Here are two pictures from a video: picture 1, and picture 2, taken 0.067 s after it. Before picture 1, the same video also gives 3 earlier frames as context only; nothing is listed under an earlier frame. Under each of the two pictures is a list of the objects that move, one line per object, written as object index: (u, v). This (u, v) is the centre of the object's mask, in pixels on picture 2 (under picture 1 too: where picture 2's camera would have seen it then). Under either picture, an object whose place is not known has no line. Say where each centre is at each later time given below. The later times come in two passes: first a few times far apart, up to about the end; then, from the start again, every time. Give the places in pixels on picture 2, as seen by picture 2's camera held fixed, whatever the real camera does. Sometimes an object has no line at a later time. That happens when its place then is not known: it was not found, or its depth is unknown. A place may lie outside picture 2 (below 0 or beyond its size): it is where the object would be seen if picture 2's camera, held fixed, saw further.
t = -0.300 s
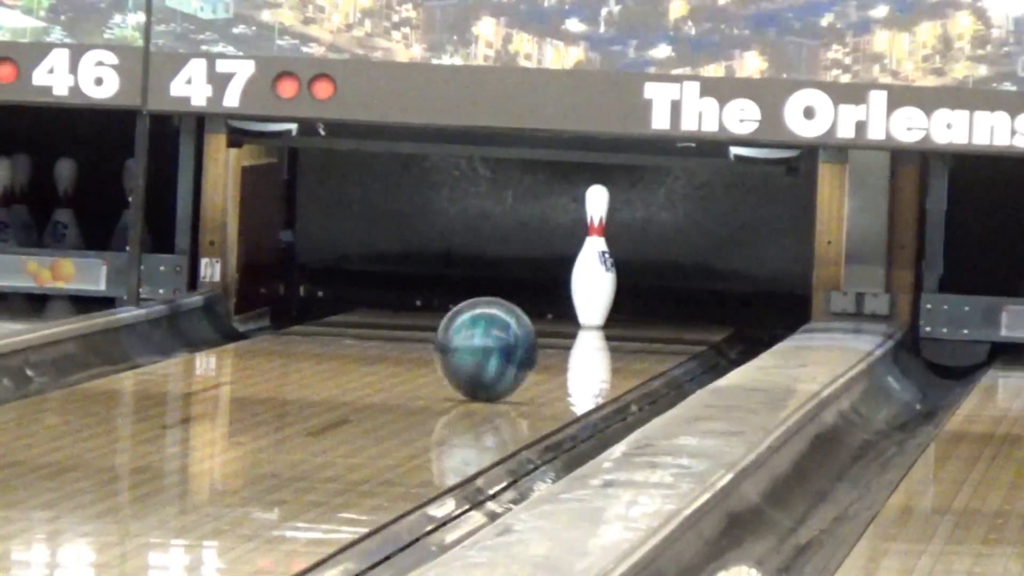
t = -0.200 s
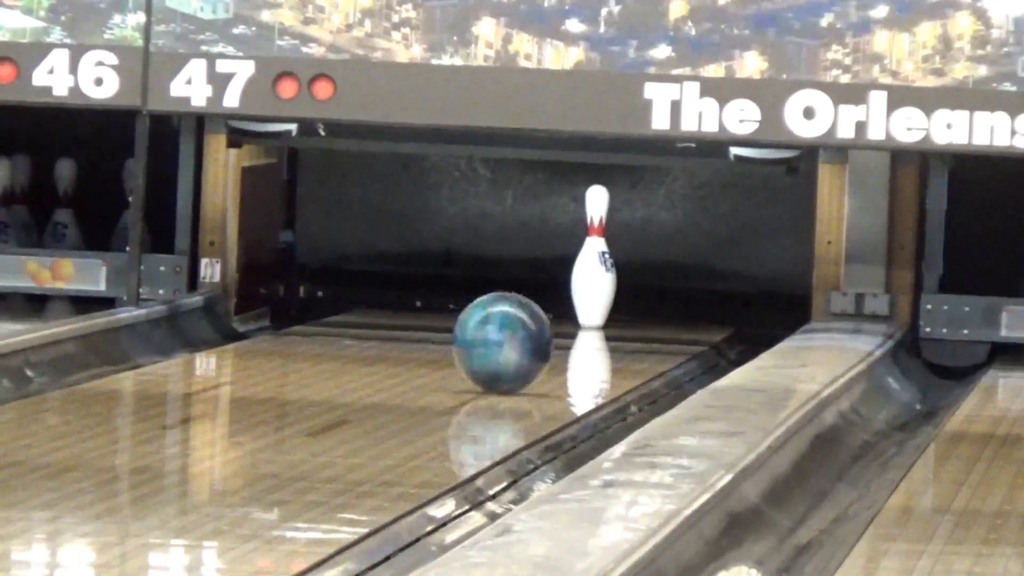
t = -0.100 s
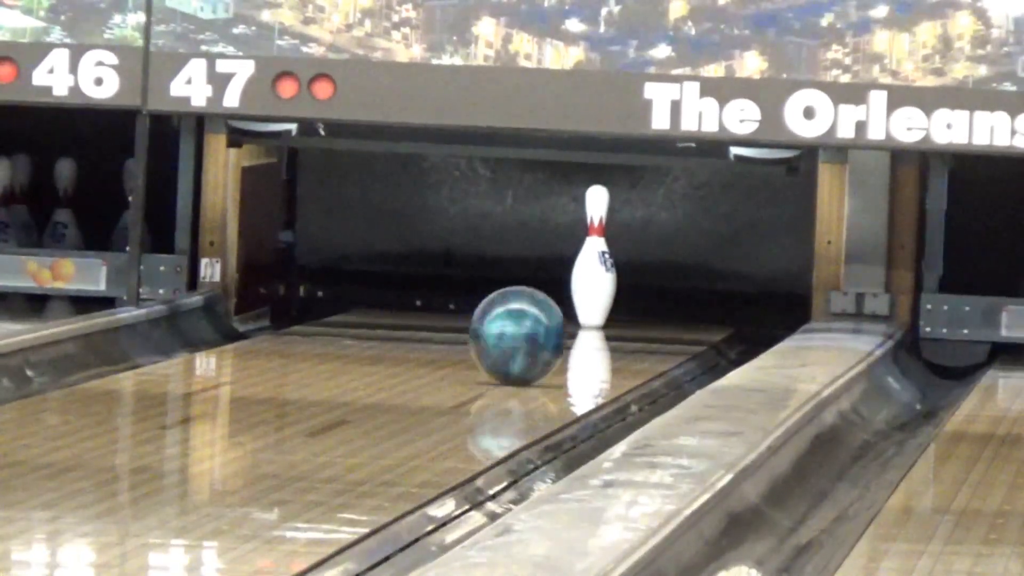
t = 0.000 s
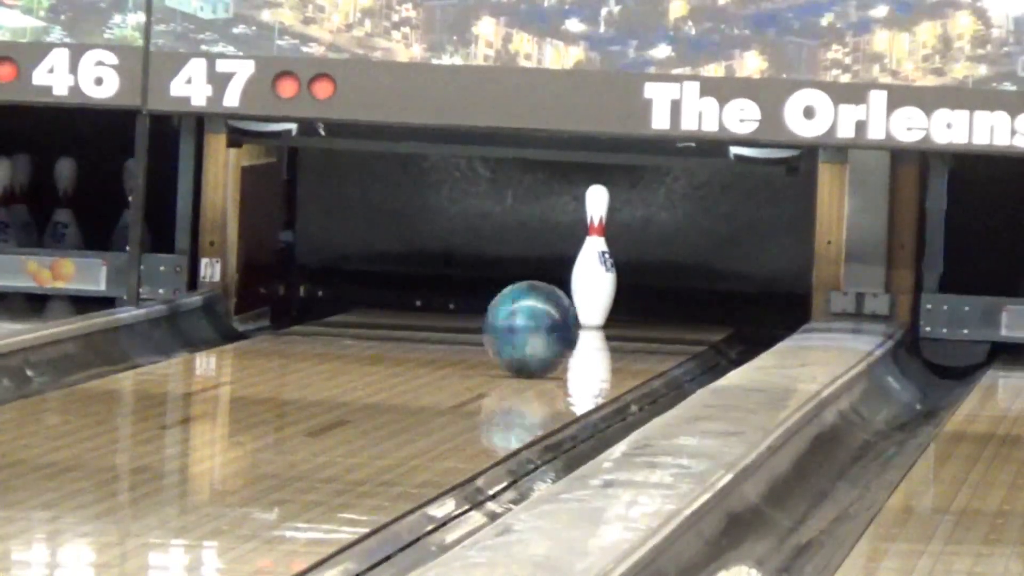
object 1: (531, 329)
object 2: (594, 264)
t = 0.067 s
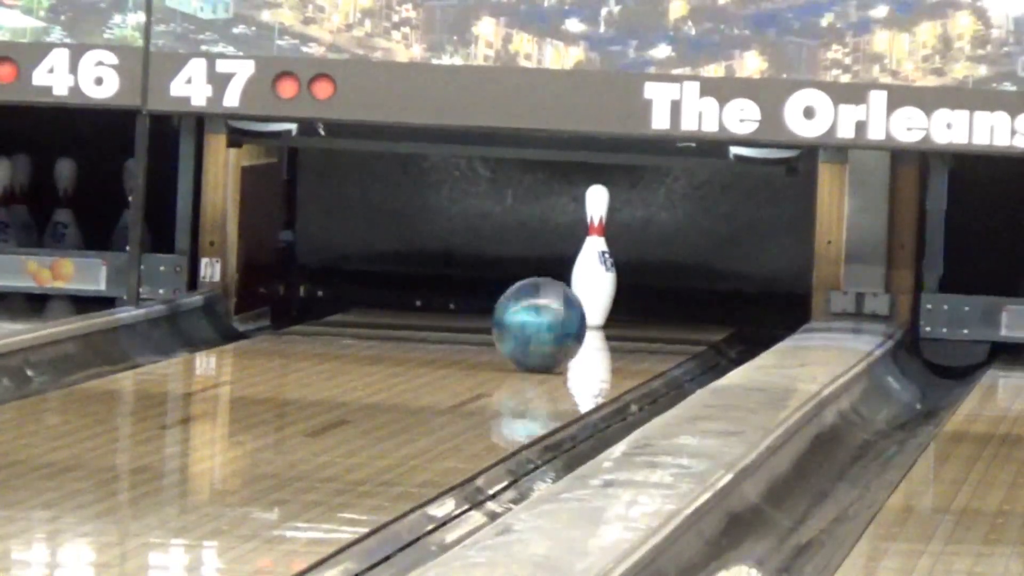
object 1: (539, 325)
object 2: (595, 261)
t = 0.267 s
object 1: (558, 314)
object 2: (598, 248)
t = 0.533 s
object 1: (574, 300)
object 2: (598, 229)
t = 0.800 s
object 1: (579, 289)
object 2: (598, 220)
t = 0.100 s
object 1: (542, 323)
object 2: (596, 260)
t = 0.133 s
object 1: (546, 322)
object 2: (596, 258)
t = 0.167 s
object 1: (549, 320)
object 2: (597, 256)
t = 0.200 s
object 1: (552, 318)
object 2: (597, 253)
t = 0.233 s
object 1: (555, 317)
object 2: (597, 251)
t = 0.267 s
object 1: (558, 314)
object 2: (598, 248)
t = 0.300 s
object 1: (560, 312)
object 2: (598, 245)
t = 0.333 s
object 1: (563, 311)
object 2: (598, 243)
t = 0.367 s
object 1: (565, 309)
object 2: (598, 240)
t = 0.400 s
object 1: (567, 307)
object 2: (598, 238)
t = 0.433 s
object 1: (570, 305)
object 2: (598, 236)
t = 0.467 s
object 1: (571, 304)
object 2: (598, 234)
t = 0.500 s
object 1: (572, 302)
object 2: (598, 232)
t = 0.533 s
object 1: (574, 300)
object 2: (598, 229)
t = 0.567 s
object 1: (575, 299)
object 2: (598, 227)
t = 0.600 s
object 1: (576, 297)
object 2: (597, 226)
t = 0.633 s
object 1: (577, 297)
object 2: (598, 226)
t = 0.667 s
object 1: (578, 294)
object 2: (597, 224)
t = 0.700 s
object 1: (578, 293)
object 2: (597, 222)
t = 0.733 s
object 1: (578, 291)
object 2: (597, 221)
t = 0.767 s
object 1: (578, 290)
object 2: (597, 219)
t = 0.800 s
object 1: (579, 289)
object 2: (598, 220)
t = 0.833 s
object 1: (575, 287)
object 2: (612, 250)
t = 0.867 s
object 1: (571, 286)
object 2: (623, 259)
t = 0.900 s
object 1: (570, 285)
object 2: (637, 268)
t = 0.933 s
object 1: (569, 284)
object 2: (651, 254)
